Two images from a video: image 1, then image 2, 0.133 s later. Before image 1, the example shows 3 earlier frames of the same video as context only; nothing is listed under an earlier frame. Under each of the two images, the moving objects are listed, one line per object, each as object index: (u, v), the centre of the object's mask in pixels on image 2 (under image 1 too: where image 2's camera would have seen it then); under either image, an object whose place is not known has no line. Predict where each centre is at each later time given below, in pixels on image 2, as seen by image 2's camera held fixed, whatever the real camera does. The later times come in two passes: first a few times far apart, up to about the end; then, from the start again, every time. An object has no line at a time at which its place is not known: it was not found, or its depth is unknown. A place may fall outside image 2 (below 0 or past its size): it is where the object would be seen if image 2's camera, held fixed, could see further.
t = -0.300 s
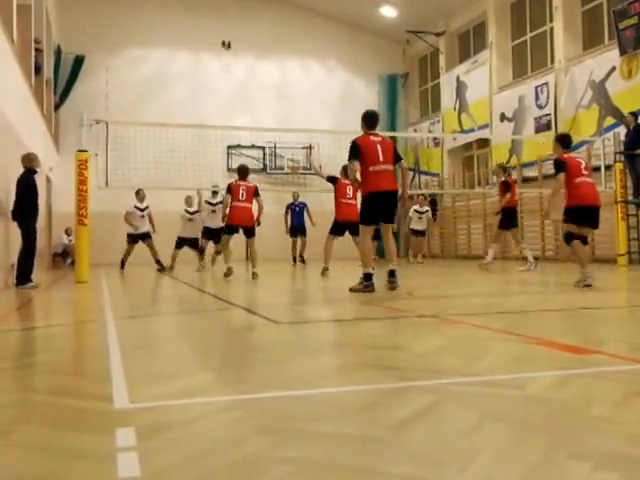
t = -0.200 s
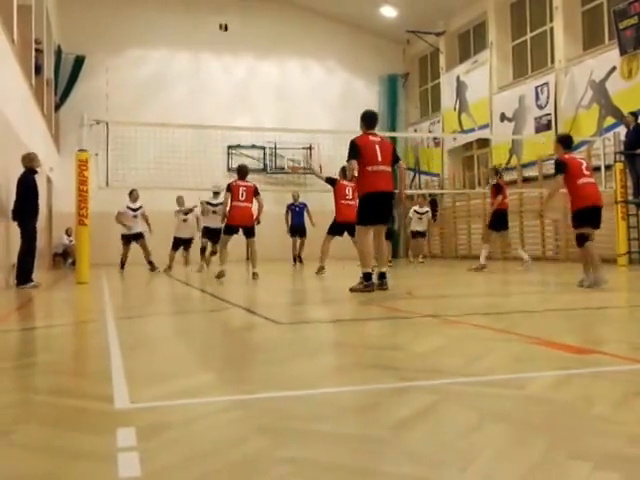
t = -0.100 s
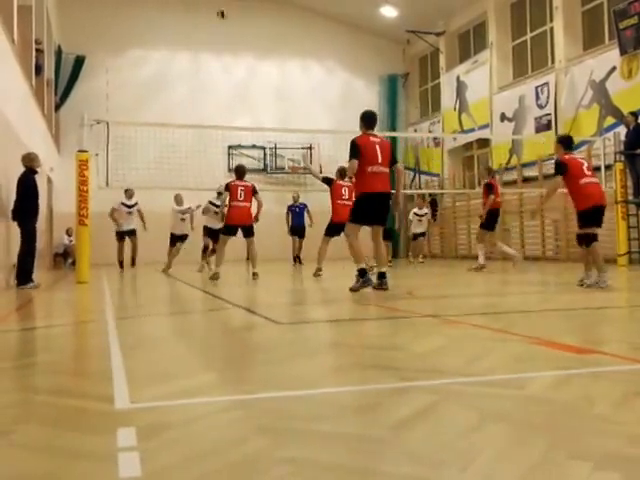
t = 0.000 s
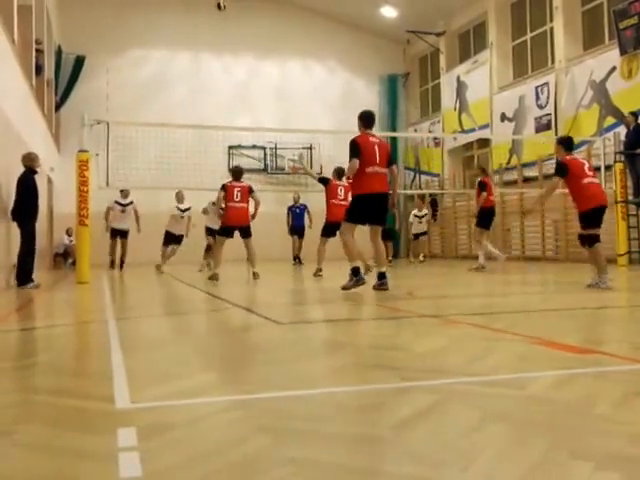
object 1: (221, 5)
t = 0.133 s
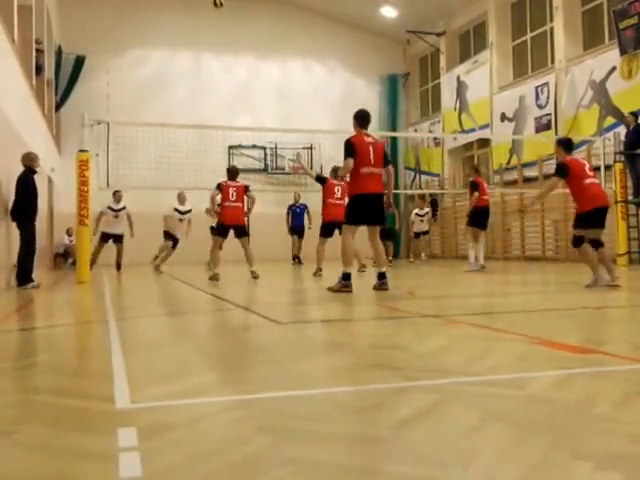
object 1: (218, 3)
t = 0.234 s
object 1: (216, 6)
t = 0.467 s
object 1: (211, 35)
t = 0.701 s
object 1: (210, 92)
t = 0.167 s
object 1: (217, 4)
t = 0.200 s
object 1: (216, 5)
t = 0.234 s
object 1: (216, 6)
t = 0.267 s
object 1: (215, 9)
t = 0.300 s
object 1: (214, 12)
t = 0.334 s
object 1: (214, 15)
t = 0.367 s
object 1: (213, 19)
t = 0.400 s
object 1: (212, 24)
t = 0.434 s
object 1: (212, 30)
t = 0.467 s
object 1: (211, 35)
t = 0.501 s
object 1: (210, 41)
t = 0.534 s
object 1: (211, 48)
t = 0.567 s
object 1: (211, 56)
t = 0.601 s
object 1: (211, 64)
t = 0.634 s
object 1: (210, 73)
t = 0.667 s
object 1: (210, 83)
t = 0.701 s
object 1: (210, 92)
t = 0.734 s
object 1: (210, 103)
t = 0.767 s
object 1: (209, 113)
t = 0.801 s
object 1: (209, 123)
